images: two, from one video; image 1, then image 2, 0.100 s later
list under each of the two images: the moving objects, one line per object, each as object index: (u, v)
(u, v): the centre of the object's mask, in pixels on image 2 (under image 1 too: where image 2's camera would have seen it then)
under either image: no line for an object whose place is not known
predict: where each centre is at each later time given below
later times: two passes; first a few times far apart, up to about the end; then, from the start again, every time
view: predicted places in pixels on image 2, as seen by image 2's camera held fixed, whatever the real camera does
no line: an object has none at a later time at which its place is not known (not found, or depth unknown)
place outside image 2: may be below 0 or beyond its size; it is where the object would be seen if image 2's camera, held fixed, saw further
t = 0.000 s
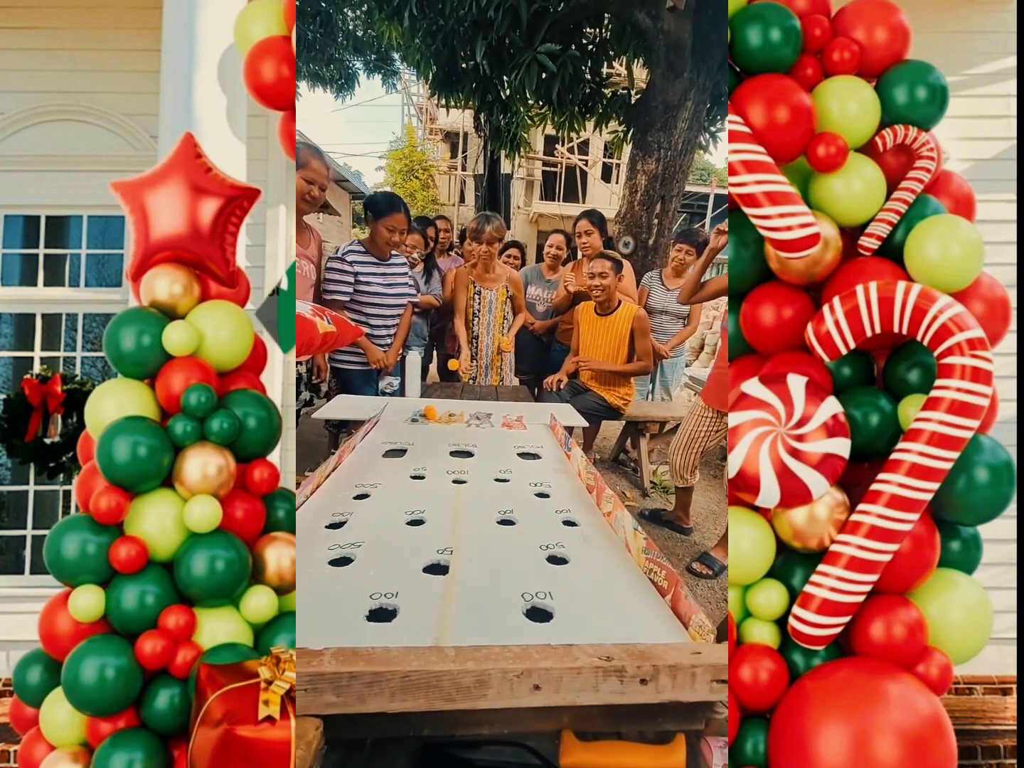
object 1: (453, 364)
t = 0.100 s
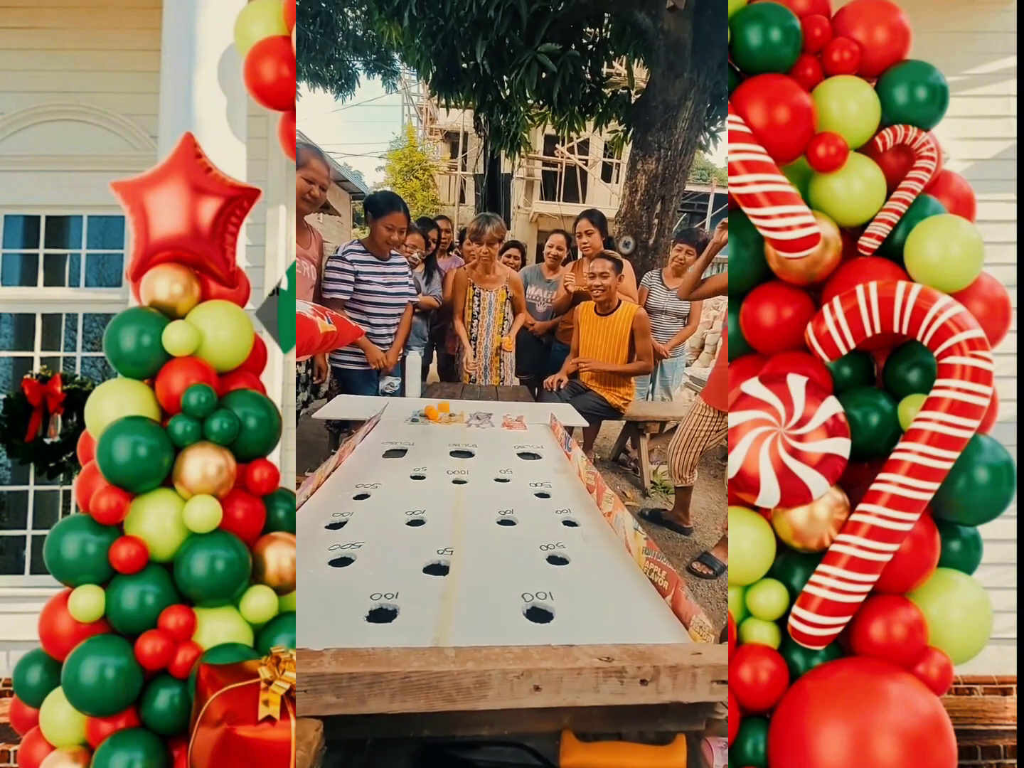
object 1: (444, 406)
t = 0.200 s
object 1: (431, 449)
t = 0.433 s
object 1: (402, 488)
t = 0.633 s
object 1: (363, 526)
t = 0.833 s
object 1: (306, 567)
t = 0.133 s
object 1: (439, 431)
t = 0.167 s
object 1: (435, 445)
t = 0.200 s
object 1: (431, 449)
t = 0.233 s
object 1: (427, 457)
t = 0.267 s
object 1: (423, 465)
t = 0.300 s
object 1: (419, 470)
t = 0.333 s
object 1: (415, 467)
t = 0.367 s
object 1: (412, 468)
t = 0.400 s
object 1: (407, 475)
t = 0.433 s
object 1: (402, 488)
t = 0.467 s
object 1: (397, 495)
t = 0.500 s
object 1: (391, 501)
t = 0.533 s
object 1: (385, 507)
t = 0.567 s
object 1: (378, 513)
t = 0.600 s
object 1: (370, 520)
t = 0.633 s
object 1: (363, 526)
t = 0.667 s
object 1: (356, 533)
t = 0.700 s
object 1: (347, 542)
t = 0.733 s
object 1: (336, 547)
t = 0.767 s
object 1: (325, 554)
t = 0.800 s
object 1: (314, 561)
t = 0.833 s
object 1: (306, 567)
